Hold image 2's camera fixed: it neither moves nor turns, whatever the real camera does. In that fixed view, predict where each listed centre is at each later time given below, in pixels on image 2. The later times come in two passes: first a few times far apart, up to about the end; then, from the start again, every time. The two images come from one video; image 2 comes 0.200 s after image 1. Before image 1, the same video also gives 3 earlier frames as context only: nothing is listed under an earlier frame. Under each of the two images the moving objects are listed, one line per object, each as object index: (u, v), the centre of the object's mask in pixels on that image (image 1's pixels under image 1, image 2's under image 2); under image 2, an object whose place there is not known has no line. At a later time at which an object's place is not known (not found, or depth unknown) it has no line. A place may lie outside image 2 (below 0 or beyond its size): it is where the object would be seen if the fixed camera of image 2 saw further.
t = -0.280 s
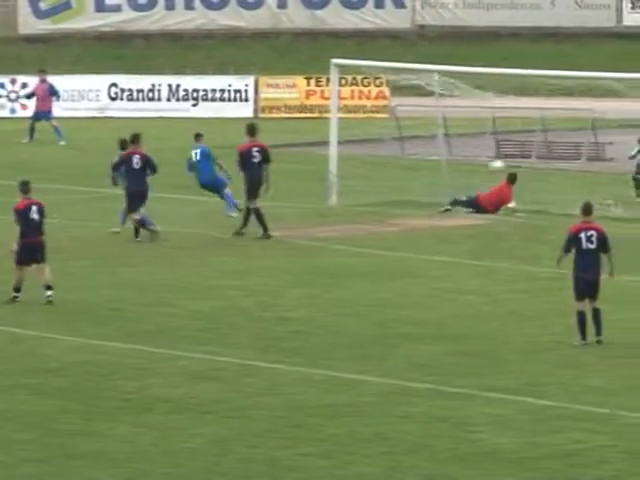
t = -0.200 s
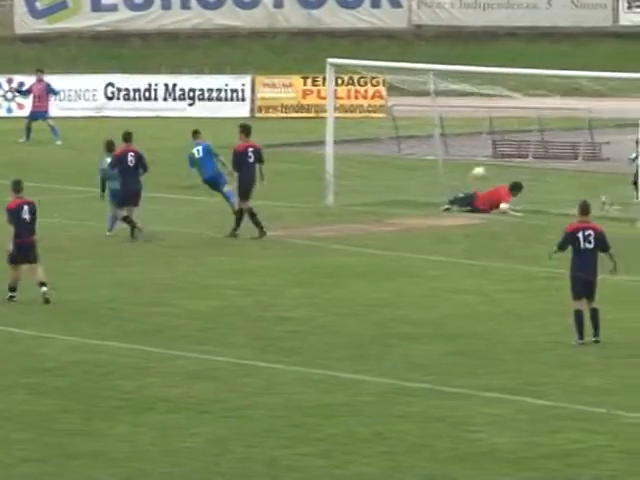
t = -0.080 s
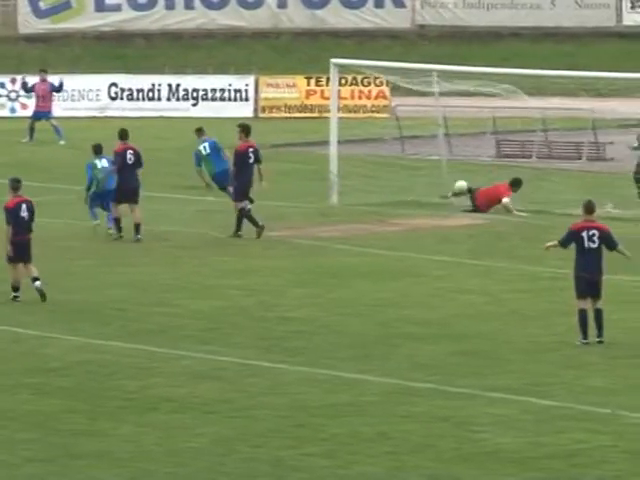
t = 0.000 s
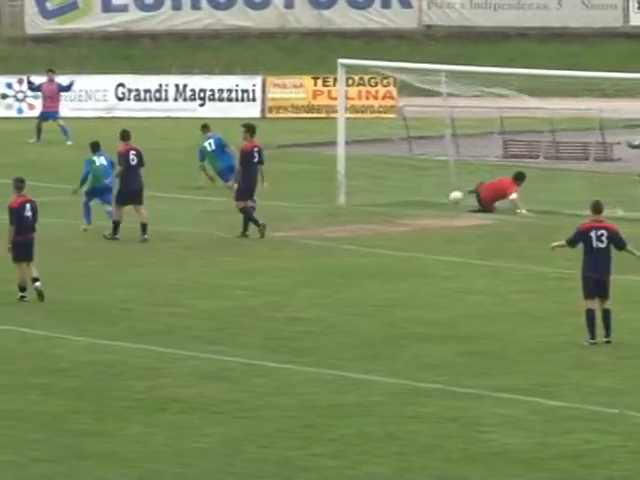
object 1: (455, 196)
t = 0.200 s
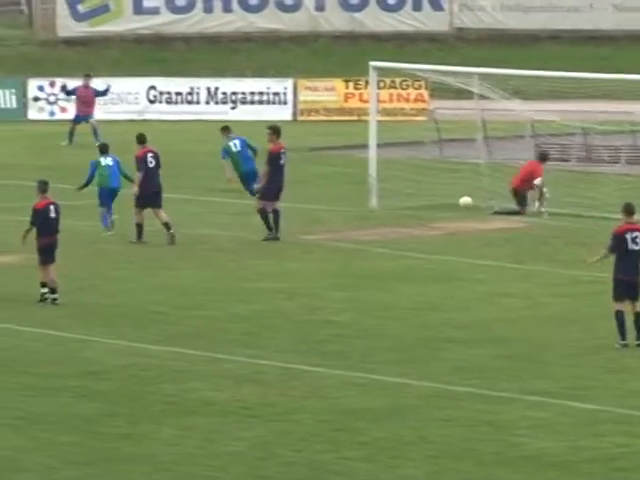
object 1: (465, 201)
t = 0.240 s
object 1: (462, 201)
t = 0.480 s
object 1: (440, 206)
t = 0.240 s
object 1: (462, 201)
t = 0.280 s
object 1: (457, 201)
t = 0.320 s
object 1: (454, 202)
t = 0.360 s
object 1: (451, 204)
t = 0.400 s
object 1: (448, 208)
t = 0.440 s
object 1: (444, 209)
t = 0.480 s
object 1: (440, 206)
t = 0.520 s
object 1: (436, 205)
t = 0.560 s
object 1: (432, 204)
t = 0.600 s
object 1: (428, 204)
